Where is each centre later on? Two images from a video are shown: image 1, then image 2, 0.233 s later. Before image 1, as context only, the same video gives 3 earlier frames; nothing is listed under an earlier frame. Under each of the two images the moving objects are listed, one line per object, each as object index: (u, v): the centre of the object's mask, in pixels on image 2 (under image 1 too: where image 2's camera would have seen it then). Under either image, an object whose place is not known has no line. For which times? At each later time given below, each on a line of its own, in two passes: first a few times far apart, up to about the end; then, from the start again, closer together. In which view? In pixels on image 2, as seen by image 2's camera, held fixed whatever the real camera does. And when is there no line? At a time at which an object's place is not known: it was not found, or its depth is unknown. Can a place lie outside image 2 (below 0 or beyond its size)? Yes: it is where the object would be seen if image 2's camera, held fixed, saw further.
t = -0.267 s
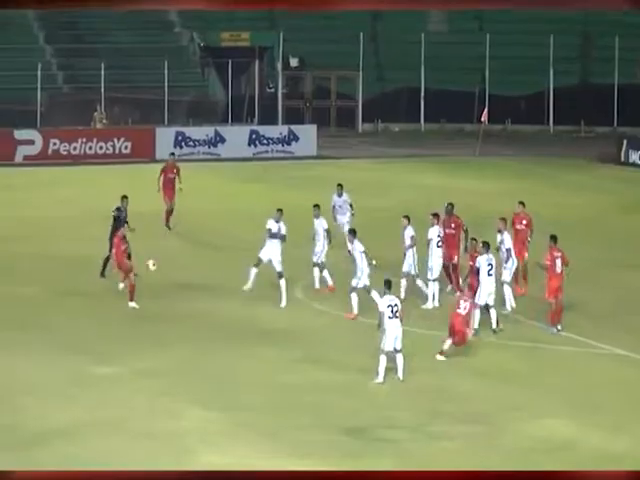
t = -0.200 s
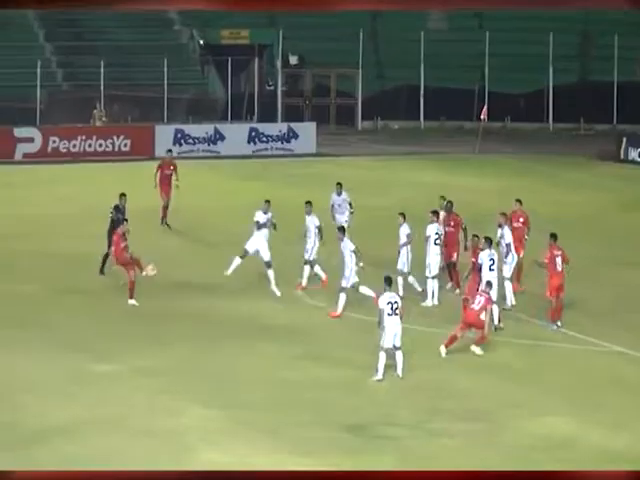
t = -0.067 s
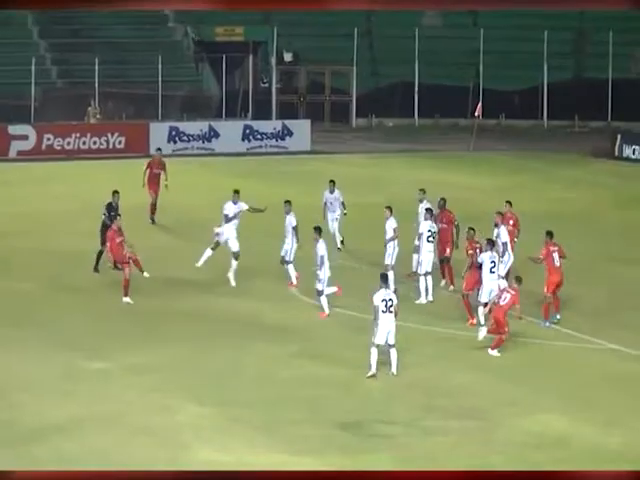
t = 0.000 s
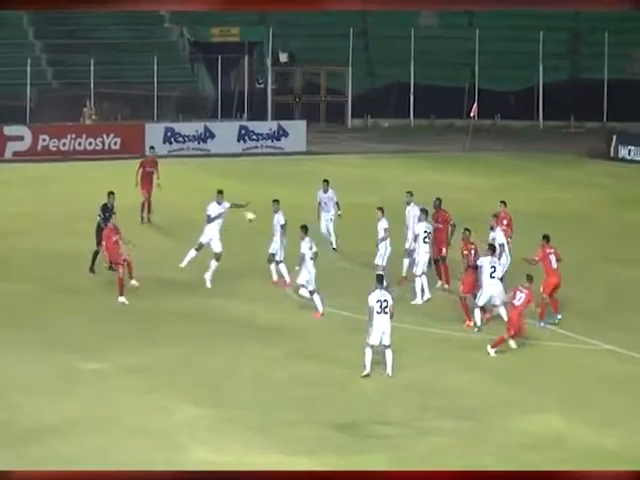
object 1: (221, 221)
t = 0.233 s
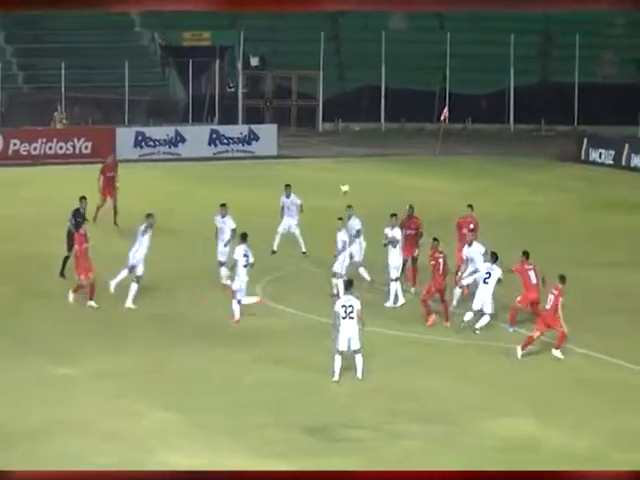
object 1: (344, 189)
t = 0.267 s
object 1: (361, 187)
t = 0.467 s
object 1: (463, 189)
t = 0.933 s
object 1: (698, 289)
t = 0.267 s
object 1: (361, 187)
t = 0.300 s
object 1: (379, 186)
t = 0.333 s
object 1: (396, 185)
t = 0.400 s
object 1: (430, 186)
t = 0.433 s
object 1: (447, 187)
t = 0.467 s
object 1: (463, 189)
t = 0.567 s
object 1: (515, 199)
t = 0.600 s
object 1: (531, 204)
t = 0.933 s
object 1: (698, 289)
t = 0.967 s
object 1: (714, 303)
